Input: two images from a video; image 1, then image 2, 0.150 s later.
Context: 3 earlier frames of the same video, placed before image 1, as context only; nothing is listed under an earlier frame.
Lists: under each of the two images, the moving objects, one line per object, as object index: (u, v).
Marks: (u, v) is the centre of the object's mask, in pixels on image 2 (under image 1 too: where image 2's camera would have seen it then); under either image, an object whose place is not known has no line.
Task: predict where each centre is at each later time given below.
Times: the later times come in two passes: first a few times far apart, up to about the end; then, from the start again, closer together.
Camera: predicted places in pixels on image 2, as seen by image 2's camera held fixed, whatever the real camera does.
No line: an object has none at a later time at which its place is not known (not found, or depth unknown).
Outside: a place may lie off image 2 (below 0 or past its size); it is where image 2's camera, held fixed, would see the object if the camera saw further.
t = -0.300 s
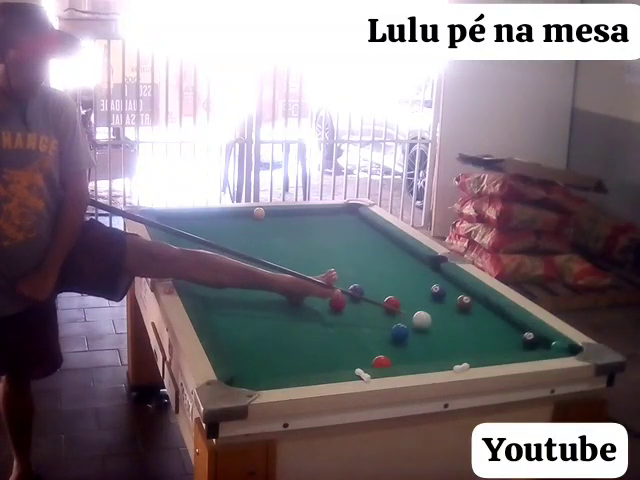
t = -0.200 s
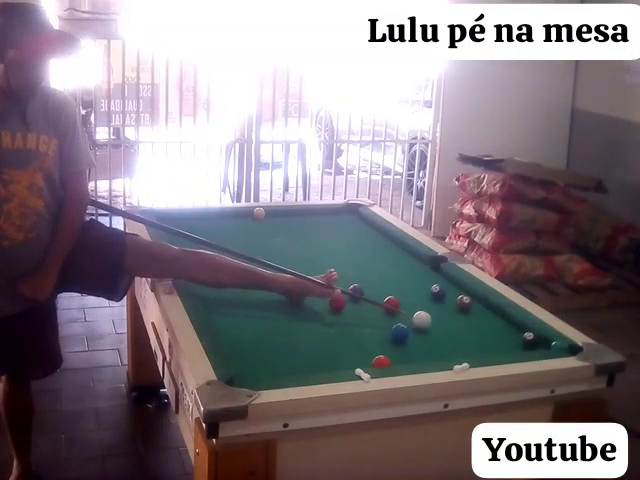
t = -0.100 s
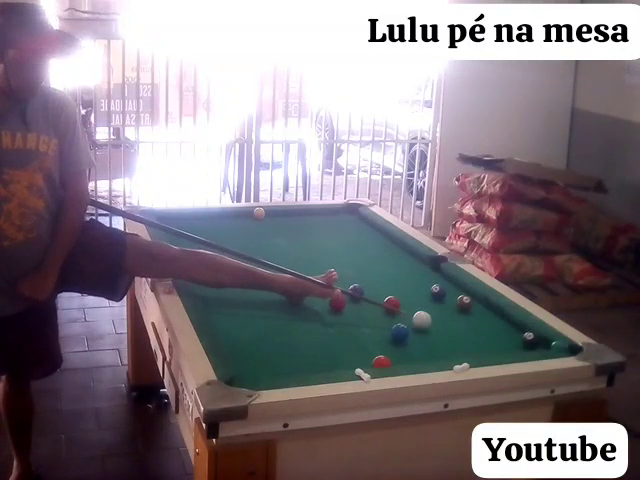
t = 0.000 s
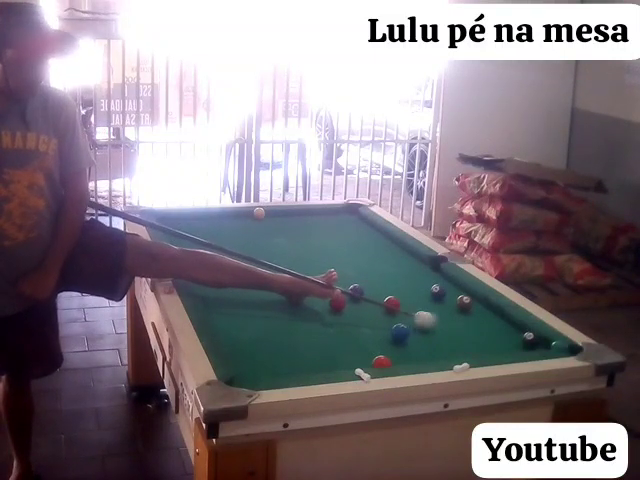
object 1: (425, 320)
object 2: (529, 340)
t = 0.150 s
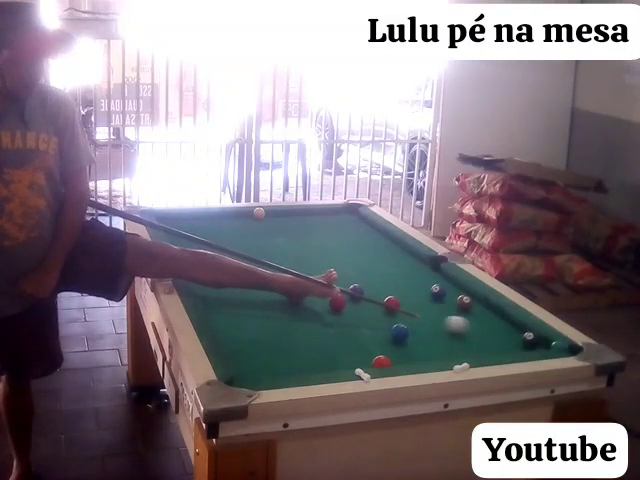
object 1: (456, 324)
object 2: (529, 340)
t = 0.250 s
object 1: (477, 327)
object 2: (529, 340)
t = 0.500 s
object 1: (522, 332)
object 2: (540, 341)
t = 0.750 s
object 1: (515, 334)
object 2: (543, 343)
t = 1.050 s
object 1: (496, 337)
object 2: (543, 344)
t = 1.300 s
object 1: (481, 339)
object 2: (543, 344)
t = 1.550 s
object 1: (468, 341)
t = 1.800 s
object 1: (456, 343)
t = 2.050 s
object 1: (445, 345)
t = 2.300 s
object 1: (436, 346)
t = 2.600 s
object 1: (427, 347)
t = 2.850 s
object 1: (422, 348)
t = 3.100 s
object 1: (418, 349)
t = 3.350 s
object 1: (417, 349)
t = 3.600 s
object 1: (416, 350)
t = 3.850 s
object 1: (416, 350)
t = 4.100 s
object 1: (416, 350)
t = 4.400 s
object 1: (416, 350)
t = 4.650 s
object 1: (416, 350)
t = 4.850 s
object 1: (416, 350)
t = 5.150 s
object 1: (416, 350)
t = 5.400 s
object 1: (416, 350)
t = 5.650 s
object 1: (416, 350)
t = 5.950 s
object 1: (416, 350)
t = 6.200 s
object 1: (416, 350)
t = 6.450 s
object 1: (416, 350)
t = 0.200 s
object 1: (467, 326)
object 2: (529, 340)
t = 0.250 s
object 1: (477, 327)
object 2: (529, 340)
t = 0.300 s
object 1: (488, 329)
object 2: (529, 340)
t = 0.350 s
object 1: (499, 330)
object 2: (529, 340)
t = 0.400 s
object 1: (508, 331)
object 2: (529, 340)
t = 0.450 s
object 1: (516, 332)
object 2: (532, 341)
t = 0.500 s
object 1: (522, 332)
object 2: (540, 341)
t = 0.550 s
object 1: (526, 332)
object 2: (543, 343)
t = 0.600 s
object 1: (525, 332)
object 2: (545, 343)
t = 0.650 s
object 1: (522, 333)
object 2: (543, 342)
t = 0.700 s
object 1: (518, 334)
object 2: (543, 343)
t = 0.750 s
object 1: (515, 334)
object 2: (543, 343)
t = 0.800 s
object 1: (512, 334)
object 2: (543, 344)
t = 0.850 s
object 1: (509, 335)
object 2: (543, 344)
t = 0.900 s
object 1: (505, 335)
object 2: (543, 344)
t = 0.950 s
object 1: (502, 336)
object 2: (543, 344)
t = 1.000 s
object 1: (499, 337)
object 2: (543, 344)
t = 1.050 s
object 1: (496, 337)
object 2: (543, 344)
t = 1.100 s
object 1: (493, 337)
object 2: (543, 344)
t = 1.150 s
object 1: (490, 338)
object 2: (543, 344)
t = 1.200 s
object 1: (487, 339)
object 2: (543, 344)
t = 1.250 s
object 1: (484, 339)
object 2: (543, 344)
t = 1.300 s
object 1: (481, 339)
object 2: (543, 344)
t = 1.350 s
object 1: (478, 340)
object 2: (543, 344)
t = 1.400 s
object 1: (475, 340)
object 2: (543, 344)
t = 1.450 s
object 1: (473, 340)
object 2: (543, 344)
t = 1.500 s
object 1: (470, 341)
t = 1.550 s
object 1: (468, 341)
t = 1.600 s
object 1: (465, 342)
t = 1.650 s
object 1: (463, 342)
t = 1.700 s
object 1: (460, 342)
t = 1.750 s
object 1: (458, 342)
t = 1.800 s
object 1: (456, 343)
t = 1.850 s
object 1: (453, 343)
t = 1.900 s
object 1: (451, 344)
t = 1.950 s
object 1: (449, 344)
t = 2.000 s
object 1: (447, 345)
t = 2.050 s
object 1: (445, 345)
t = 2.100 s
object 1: (443, 345)
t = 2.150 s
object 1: (441, 345)
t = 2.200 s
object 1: (439, 346)
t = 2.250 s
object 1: (438, 346)
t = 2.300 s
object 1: (436, 346)
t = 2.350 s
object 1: (434, 346)
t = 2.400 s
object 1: (433, 346)
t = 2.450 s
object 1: (431, 347)
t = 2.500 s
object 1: (430, 347)
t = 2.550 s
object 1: (428, 347)
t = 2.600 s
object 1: (427, 347)
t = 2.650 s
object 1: (426, 348)
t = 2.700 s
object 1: (425, 348)
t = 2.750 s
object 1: (424, 348)
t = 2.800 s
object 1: (423, 348)
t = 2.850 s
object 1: (422, 348)
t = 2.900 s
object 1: (421, 348)
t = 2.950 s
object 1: (420, 349)
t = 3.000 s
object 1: (419, 349)
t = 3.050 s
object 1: (419, 349)
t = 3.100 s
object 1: (418, 349)
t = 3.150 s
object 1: (417, 349)
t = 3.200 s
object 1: (417, 349)
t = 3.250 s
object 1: (417, 349)
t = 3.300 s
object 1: (417, 349)
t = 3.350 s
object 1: (417, 349)
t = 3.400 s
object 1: (417, 349)
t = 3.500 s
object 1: (416, 350)
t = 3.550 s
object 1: (416, 350)
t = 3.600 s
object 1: (416, 350)
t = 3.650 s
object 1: (416, 350)
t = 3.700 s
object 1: (416, 350)
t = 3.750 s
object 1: (416, 350)
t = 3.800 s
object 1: (416, 350)
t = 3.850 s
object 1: (416, 350)
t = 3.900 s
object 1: (416, 350)
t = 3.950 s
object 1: (416, 350)
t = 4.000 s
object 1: (416, 350)
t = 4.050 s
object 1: (416, 350)
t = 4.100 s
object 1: (416, 350)
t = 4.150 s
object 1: (416, 350)
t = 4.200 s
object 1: (416, 350)
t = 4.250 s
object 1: (416, 350)
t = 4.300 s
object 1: (416, 350)
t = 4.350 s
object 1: (416, 350)
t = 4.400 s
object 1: (416, 350)
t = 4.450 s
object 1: (416, 350)
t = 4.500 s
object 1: (416, 350)
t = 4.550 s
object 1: (416, 350)
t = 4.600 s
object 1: (416, 350)
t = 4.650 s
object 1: (416, 350)
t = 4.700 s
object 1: (416, 350)
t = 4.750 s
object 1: (416, 350)
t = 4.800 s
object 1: (416, 350)
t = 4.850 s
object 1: (416, 350)
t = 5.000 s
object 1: (416, 350)
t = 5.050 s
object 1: (416, 350)
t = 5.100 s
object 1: (416, 350)
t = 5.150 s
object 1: (416, 350)
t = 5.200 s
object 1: (416, 350)
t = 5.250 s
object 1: (416, 350)
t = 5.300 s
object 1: (416, 350)
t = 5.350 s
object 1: (416, 350)
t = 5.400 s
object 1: (416, 350)
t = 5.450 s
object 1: (416, 350)
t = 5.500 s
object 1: (416, 350)
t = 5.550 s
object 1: (416, 350)
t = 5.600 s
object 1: (416, 350)
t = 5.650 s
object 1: (416, 350)
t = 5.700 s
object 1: (416, 350)
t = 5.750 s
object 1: (416, 350)
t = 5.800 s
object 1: (416, 350)
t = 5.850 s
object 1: (416, 350)
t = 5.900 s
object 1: (416, 350)
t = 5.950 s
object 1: (416, 350)
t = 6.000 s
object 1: (416, 350)
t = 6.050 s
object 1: (416, 350)
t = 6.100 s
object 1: (416, 350)
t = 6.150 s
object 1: (416, 350)
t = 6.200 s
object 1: (416, 350)
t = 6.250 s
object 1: (416, 350)
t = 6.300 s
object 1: (416, 350)
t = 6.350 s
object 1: (416, 350)
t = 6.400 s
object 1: (416, 350)
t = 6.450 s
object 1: (416, 350)
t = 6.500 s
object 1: (416, 350)
